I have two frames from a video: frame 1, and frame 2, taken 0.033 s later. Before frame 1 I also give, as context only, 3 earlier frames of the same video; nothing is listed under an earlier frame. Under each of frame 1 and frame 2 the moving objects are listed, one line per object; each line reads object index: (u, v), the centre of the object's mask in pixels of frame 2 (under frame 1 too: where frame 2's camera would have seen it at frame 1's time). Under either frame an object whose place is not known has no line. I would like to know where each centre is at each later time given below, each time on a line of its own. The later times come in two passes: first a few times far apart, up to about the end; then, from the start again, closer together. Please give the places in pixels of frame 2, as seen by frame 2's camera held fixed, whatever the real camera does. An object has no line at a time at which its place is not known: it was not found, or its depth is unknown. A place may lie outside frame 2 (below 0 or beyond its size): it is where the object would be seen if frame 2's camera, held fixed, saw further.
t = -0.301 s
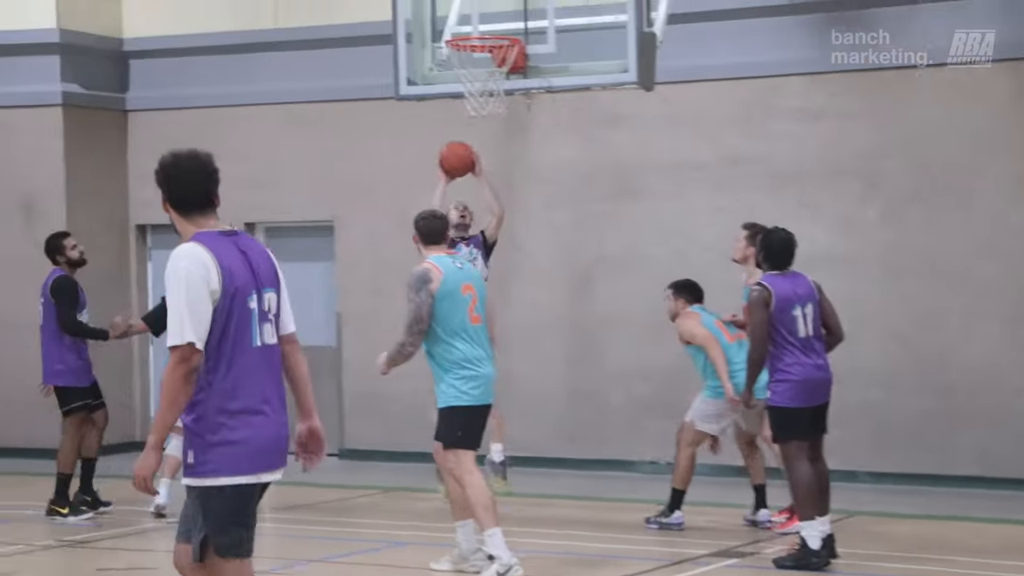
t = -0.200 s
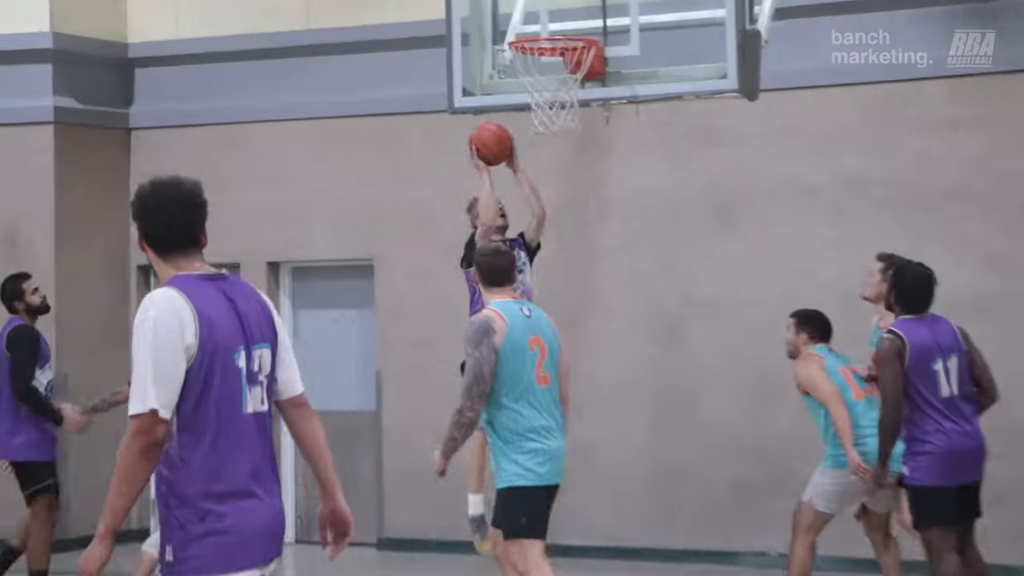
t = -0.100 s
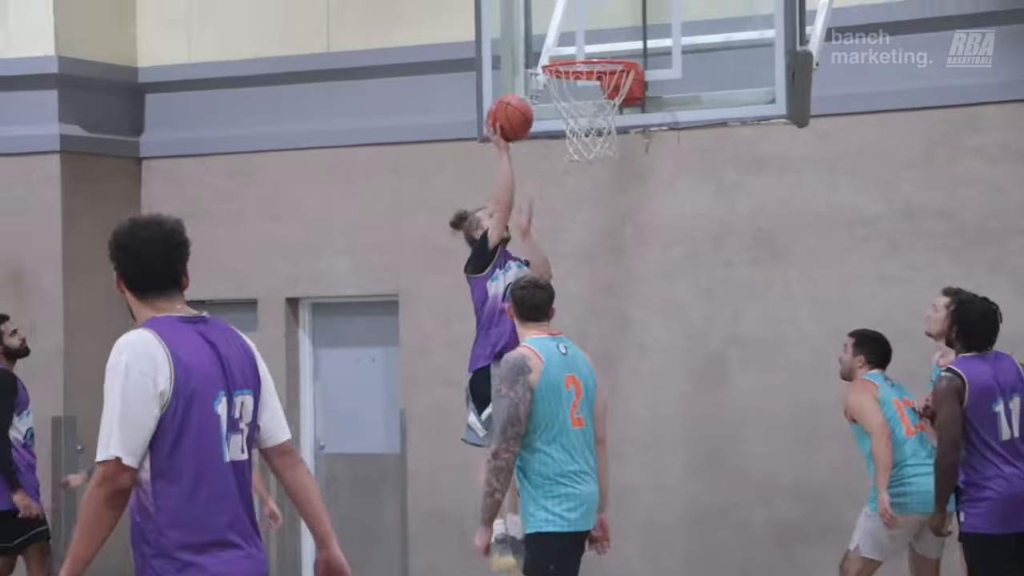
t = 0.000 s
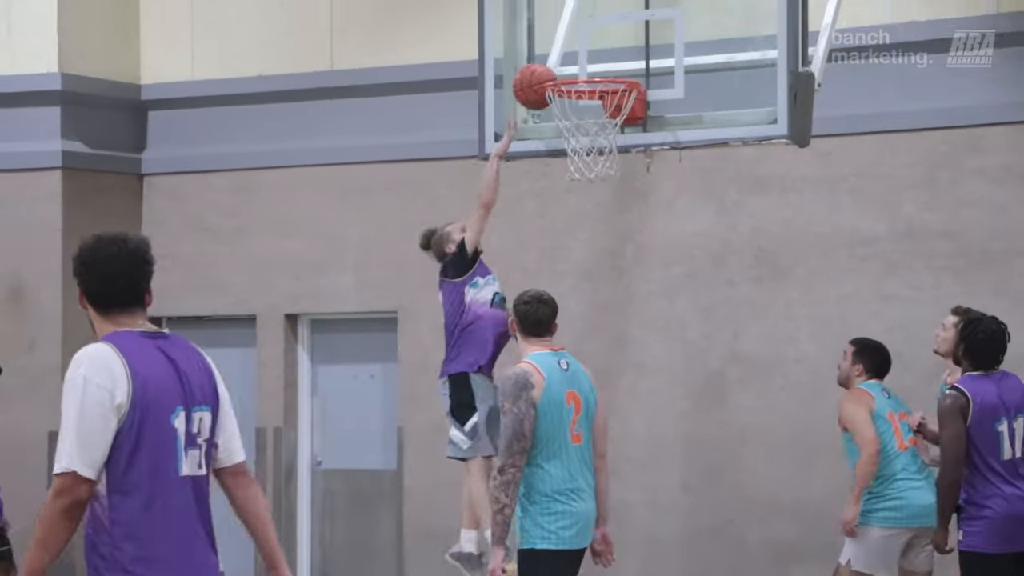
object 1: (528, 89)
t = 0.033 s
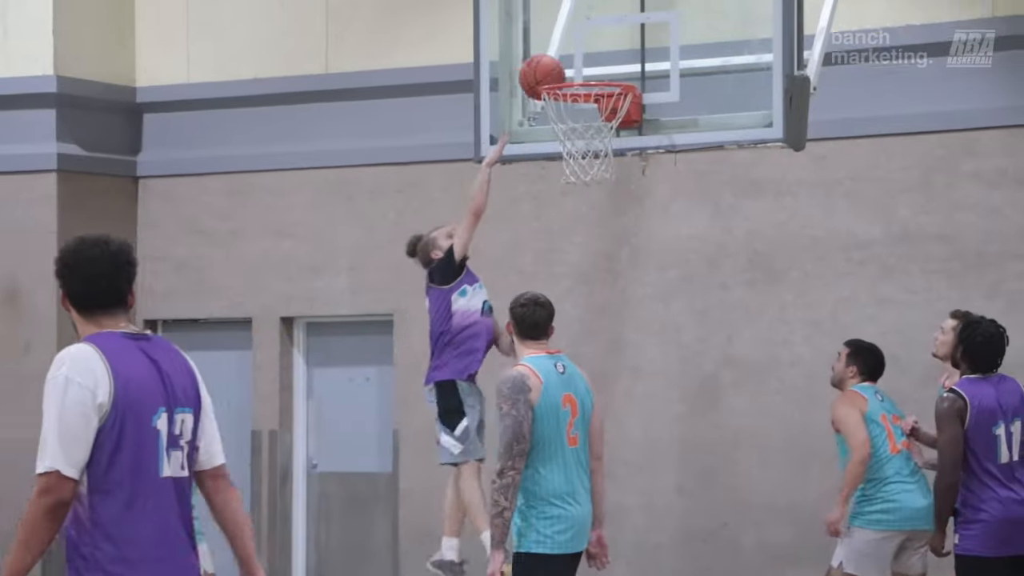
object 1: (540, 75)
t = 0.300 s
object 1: (582, 63)
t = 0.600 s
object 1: (585, 110)
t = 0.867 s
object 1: (584, 203)
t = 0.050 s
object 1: (547, 69)
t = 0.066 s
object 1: (553, 65)
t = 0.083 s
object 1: (558, 62)
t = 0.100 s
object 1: (563, 59)
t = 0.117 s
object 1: (569, 56)
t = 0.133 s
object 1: (574, 53)
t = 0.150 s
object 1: (575, 53)
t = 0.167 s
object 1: (576, 54)
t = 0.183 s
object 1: (577, 54)
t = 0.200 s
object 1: (578, 56)
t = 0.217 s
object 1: (579, 58)
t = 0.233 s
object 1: (580, 60)
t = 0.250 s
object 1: (581, 62)
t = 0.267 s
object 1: (582, 64)
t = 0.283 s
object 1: (582, 65)
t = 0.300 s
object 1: (582, 63)
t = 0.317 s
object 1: (583, 62)
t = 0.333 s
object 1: (583, 61)
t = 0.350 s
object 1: (583, 61)
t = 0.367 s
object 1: (583, 60)
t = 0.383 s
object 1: (583, 60)
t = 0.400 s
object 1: (583, 61)
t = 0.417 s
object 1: (583, 61)
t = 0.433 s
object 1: (584, 62)
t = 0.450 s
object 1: (584, 63)
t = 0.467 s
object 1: (584, 65)
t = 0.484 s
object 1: (585, 67)
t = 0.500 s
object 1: (585, 69)
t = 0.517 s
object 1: (585, 71)
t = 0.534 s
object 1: (585, 87)
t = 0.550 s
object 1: (585, 93)
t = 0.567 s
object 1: (585, 98)
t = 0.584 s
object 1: (585, 105)
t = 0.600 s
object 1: (585, 110)
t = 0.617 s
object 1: (585, 117)
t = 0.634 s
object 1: (585, 126)
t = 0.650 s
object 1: (586, 133)
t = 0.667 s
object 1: (586, 137)
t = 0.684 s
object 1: (587, 140)
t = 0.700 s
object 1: (586, 143)
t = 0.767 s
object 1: (584, 161)
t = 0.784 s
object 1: (585, 171)
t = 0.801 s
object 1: (585, 176)
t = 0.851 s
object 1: (584, 195)
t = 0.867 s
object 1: (584, 203)
